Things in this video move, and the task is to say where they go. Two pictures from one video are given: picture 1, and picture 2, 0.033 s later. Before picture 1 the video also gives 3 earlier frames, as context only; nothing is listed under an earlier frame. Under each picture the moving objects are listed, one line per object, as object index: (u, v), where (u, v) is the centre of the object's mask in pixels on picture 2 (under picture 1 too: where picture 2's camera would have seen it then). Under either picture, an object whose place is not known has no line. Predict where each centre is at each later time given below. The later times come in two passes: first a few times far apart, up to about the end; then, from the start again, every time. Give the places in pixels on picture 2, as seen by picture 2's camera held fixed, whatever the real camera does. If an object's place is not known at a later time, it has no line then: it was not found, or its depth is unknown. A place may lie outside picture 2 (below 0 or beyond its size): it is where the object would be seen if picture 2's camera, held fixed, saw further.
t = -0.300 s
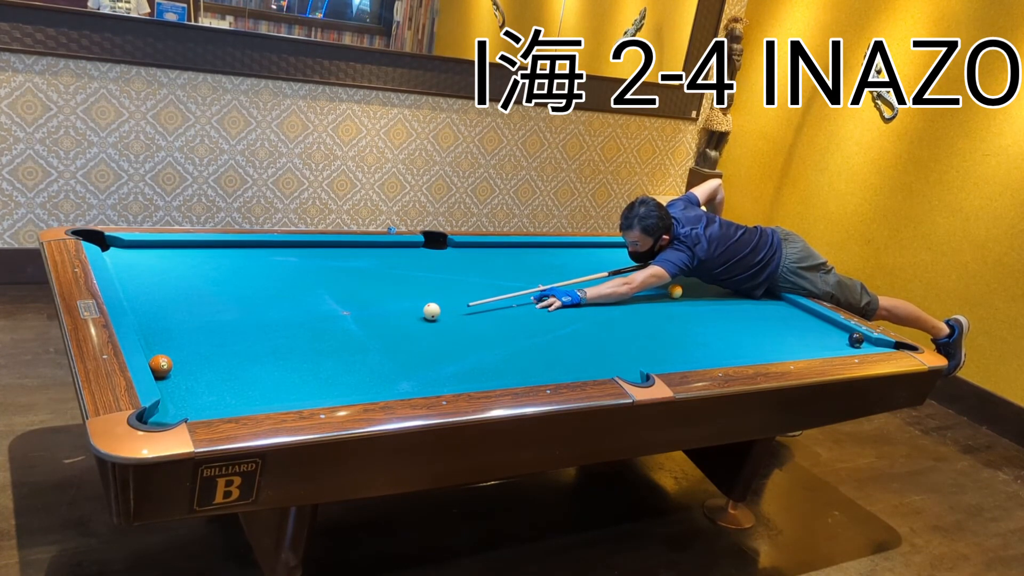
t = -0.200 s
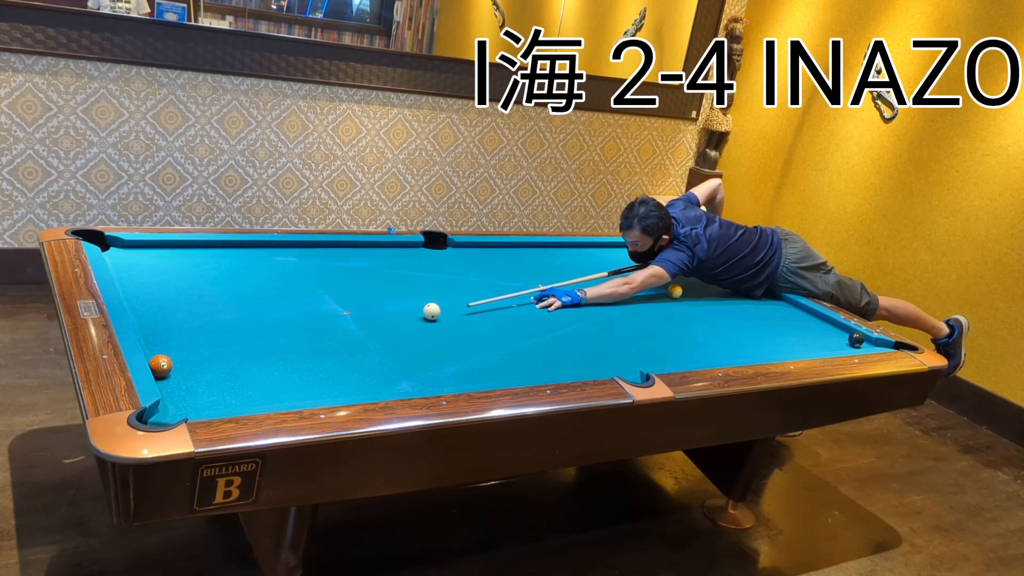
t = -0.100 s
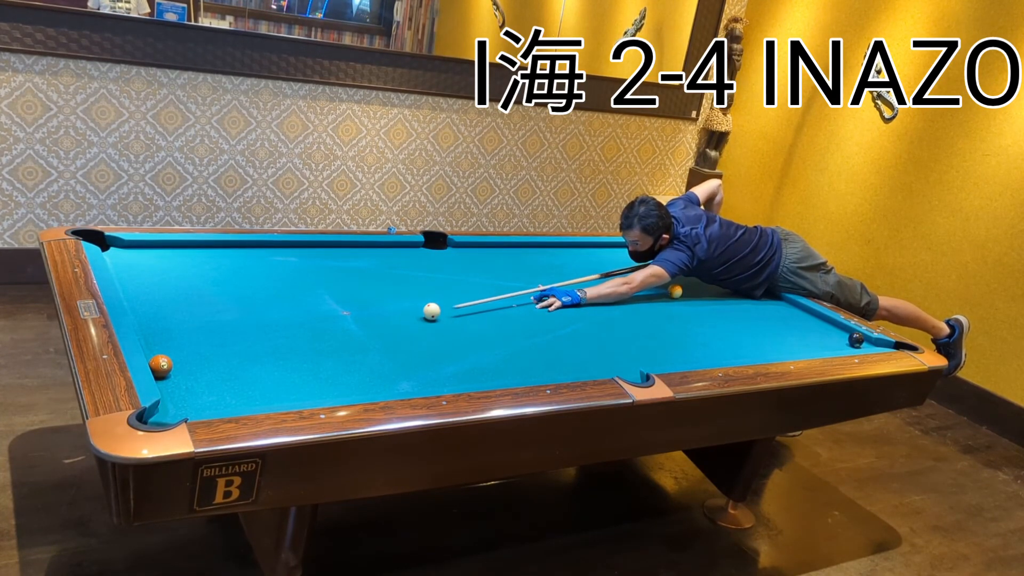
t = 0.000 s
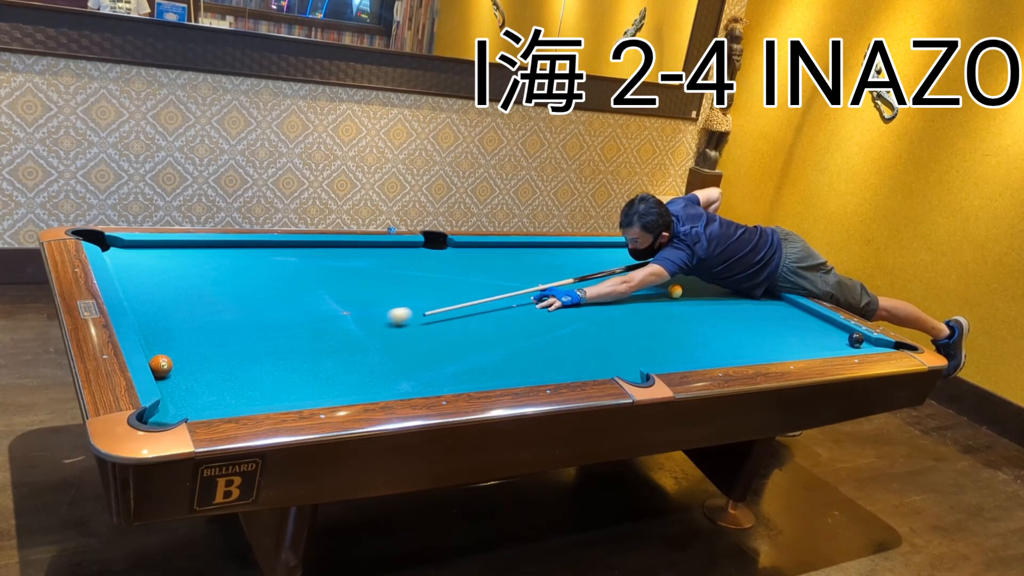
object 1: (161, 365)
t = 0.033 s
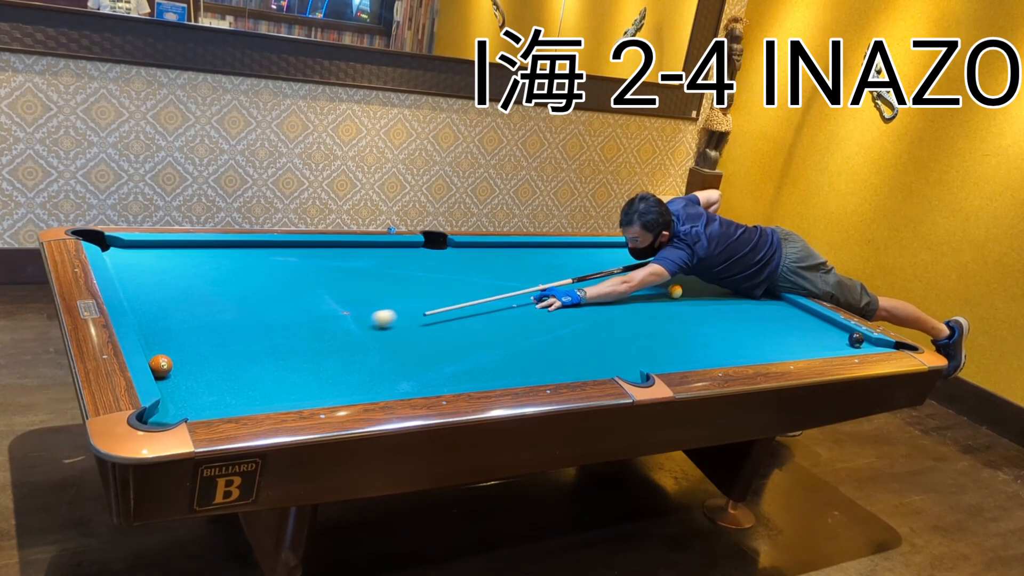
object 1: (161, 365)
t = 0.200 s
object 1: (161, 365)
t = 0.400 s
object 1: (161, 365)
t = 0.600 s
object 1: (170, 379)
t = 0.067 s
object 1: (161, 365)
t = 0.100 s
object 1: (161, 365)
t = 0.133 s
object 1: (161, 365)
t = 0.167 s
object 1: (161, 365)
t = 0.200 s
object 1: (161, 365)
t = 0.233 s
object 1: (161, 365)
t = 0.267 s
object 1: (161, 365)
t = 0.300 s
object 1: (161, 365)
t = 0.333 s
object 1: (161, 365)
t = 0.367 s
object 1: (161, 365)
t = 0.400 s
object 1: (161, 365)
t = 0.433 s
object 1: (161, 366)
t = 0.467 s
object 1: (161, 366)
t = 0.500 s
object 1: (163, 370)
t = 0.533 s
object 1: (166, 374)
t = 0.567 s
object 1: (168, 377)
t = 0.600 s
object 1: (170, 379)
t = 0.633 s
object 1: (172, 382)
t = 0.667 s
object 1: (174, 385)
